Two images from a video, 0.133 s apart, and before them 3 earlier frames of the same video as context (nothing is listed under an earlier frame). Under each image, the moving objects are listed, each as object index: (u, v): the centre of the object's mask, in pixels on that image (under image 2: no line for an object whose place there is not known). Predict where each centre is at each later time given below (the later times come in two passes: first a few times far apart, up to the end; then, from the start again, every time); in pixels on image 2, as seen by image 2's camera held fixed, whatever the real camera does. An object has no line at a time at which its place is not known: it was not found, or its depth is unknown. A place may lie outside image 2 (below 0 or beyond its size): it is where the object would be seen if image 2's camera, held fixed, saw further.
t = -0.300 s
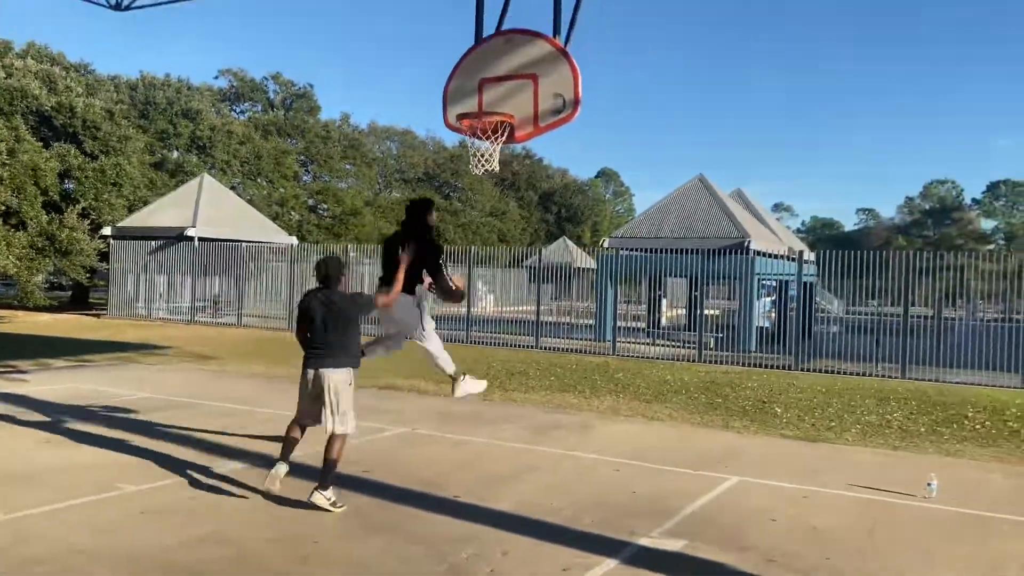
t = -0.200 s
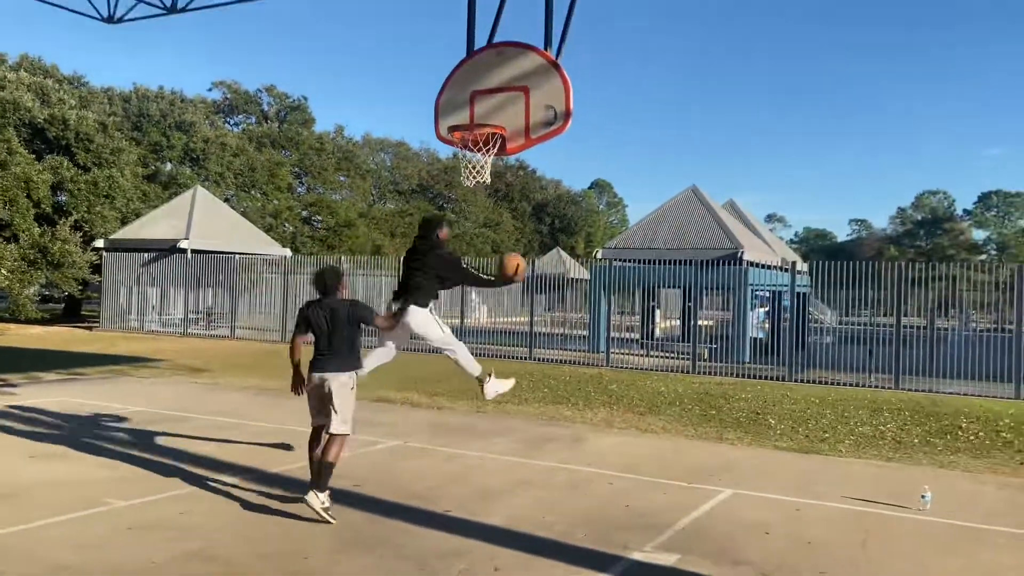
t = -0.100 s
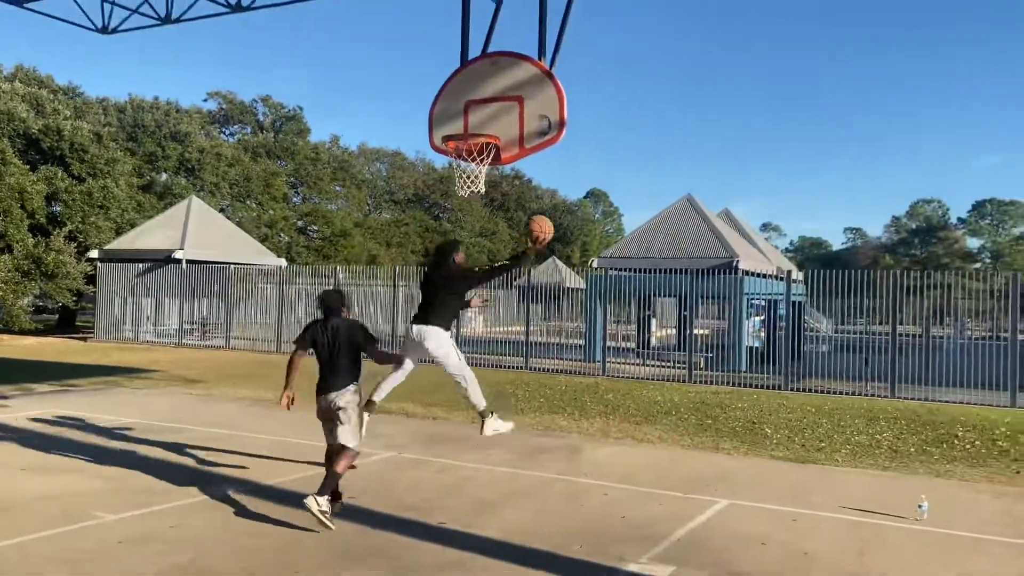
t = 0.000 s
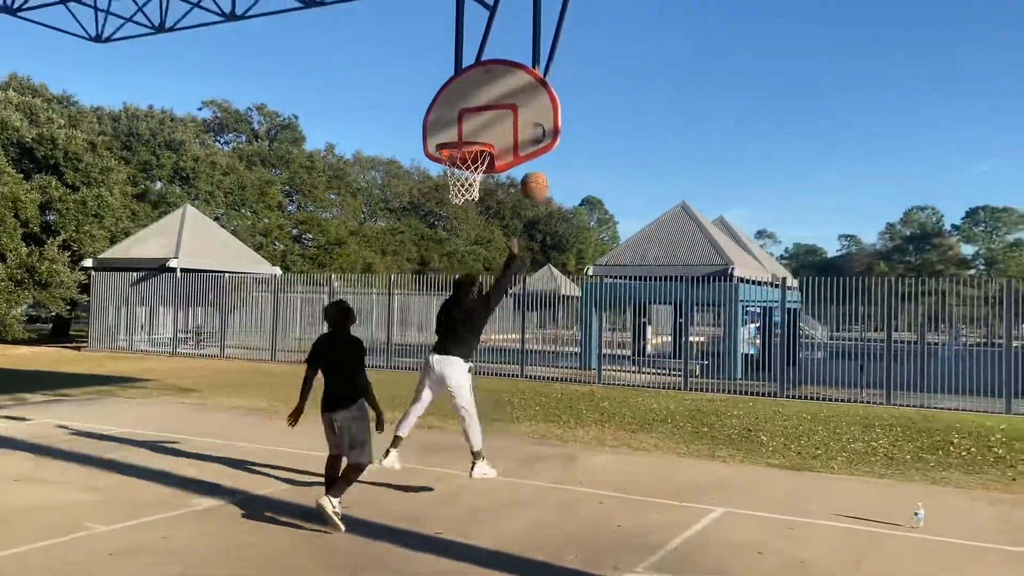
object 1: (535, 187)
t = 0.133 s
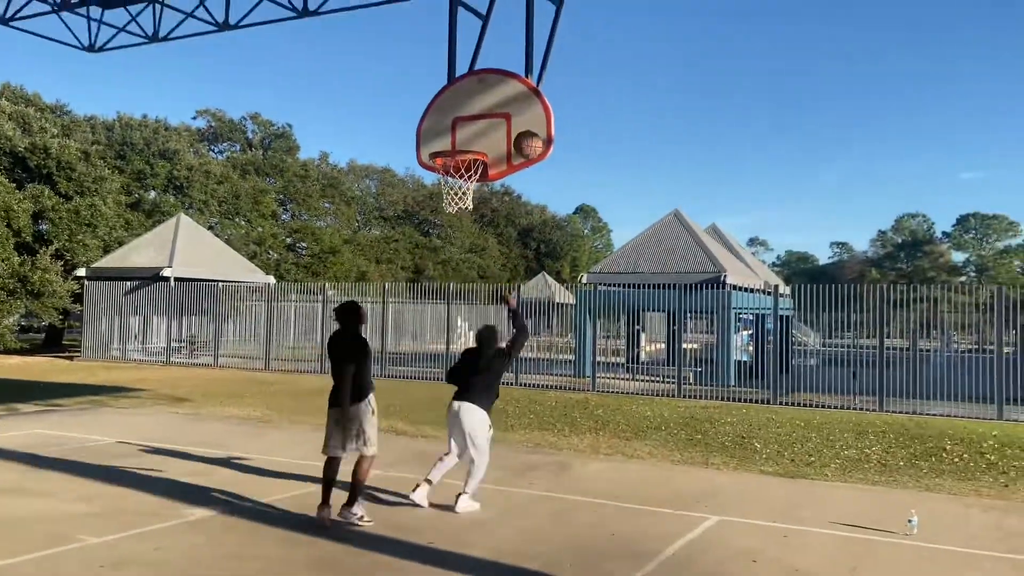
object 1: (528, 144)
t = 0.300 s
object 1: (527, 114)
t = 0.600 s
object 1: (490, 141)
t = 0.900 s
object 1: (532, 123)
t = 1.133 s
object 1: (566, 184)
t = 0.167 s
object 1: (528, 137)
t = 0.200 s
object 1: (527, 129)
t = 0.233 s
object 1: (527, 122)
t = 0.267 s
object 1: (527, 117)
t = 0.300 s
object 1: (527, 114)
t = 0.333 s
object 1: (523, 111)
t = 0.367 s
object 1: (519, 111)
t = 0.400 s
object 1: (515, 112)
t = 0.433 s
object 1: (511, 114)
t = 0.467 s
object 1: (507, 117)
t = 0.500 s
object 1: (501, 121)
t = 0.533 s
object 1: (498, 126)
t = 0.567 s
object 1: (493, 134)
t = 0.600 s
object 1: (490, 141)
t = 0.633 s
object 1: (495, 134)
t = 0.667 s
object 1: (498, 128)
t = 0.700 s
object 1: (504, 123)
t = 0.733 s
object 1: (509, 119)
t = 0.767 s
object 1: (513, 117)
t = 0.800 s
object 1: (517, 116)
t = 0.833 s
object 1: (523, 117)
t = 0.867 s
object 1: (527, 119)
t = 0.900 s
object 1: (532, 123)
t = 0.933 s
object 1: (537, 127)
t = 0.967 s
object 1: (542, 132)
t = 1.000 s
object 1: (546, 139)
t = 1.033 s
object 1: (552, 148)
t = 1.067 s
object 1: (556, 159)
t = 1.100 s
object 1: (561, 170)
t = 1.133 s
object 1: (566, 184)
